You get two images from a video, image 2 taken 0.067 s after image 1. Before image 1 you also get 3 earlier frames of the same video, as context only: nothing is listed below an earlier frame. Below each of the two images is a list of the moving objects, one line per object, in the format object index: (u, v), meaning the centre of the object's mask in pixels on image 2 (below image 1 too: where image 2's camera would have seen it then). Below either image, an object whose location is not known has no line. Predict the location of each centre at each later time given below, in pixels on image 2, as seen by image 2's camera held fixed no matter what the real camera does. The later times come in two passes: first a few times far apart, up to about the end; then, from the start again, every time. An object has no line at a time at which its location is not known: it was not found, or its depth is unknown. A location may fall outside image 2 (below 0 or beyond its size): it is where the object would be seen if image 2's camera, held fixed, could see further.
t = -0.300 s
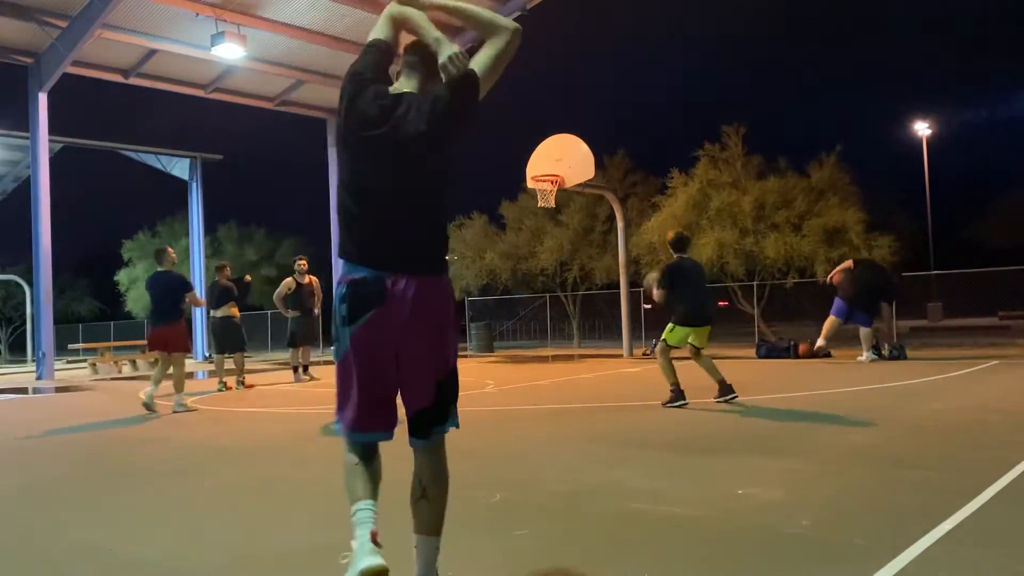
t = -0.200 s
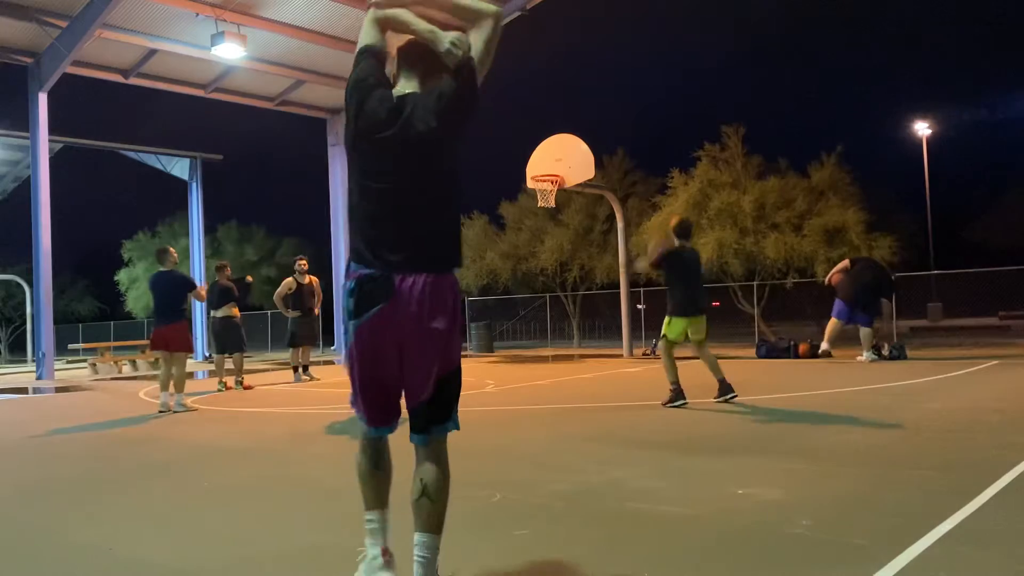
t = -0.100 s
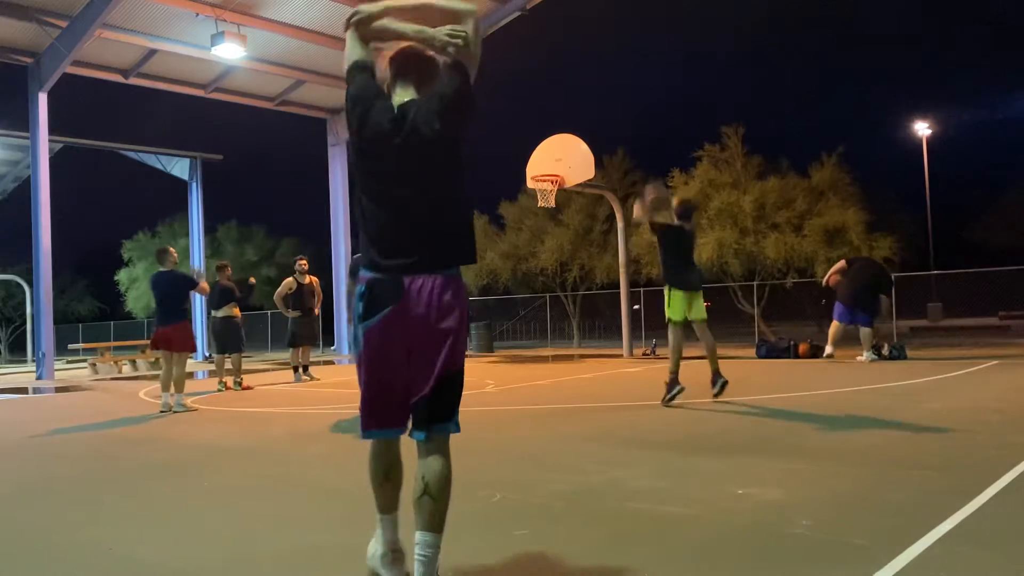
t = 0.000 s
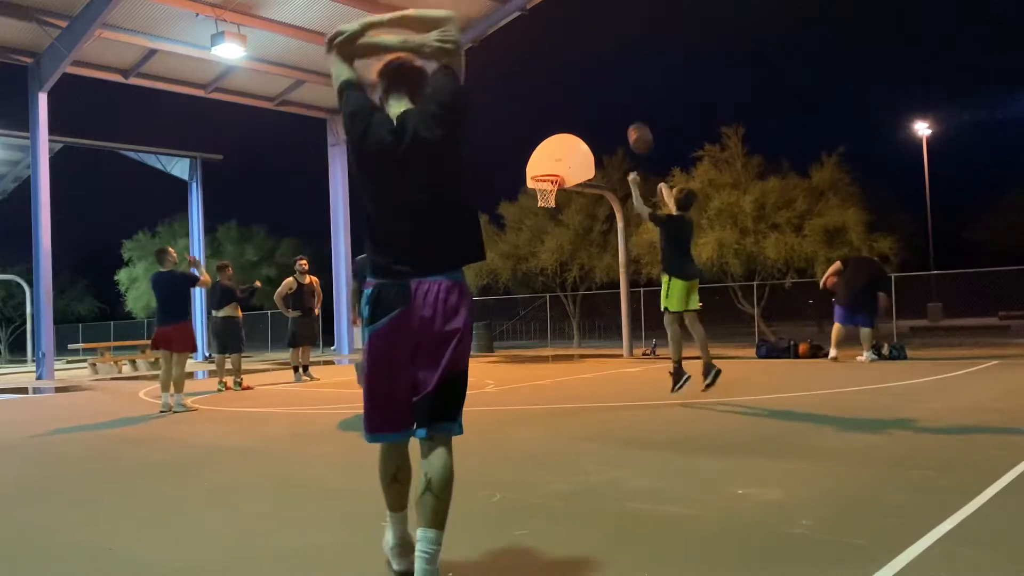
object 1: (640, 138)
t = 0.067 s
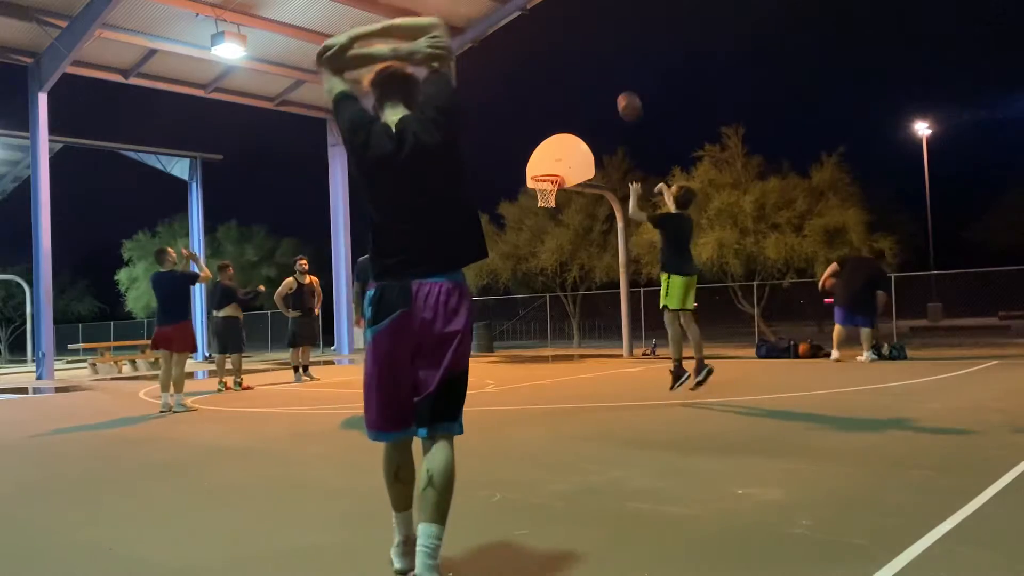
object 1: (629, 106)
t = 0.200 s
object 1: (611, 59)
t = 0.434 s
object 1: (586, 24)
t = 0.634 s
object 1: (569, 30)
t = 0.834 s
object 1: (555, 62)
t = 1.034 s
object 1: (545, 116)
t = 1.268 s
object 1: (546, 185)
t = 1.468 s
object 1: (558, 190)
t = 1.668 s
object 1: (565, 211)
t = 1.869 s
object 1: (571, 250)
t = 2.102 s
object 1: (582, 338)
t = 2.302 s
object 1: (577, 308)
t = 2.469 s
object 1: (570, 271)
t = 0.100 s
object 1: (625, 92)
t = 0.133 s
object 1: (620, 80)
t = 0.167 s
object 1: (616, 69)
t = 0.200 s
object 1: (611, 59)
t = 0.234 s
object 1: (607, 51)
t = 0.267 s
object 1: (603, 44)
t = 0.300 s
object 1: (600, 38)
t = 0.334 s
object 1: (596, 34)
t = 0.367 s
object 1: (592, 30)
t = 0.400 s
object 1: (589, 27)
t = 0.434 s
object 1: (586, 24)
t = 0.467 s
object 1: (583, 23)
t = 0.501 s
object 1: (580, 23)
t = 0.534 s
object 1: (577, 24)
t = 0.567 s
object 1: (575, 25)
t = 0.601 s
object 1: (572, 27)
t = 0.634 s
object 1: (569, 30)
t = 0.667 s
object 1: (567, 34)
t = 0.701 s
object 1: (564, 39)
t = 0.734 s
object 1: (562, 44)
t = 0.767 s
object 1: (560, 49)
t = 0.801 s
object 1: (557, 55)
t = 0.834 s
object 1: (555, 62)
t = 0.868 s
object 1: (554, 70)
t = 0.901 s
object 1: (552, 78)
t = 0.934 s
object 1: (550, 87)
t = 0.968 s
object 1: (548, 96)
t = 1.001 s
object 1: (547, 106)
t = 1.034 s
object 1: (545, 116)
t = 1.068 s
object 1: (543, 126)
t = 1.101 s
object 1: (541, 135)
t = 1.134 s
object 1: (539, 146)
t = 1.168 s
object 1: (539, 159)
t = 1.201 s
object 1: (538, 171)
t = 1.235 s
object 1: (541, 182)
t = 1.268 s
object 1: (546, 185)
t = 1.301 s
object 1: (547, 191)
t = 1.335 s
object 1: (550, 188)
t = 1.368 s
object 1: (548, 189)
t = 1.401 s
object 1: (549, 191)
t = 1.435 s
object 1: (555, 187)
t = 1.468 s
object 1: (558, 190)
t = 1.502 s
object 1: (559, 191)
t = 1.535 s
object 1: (558, 191)
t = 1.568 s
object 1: (562, 195)
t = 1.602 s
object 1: (563, 198)
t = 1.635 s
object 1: (564, 202)
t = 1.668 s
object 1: (565, 211)
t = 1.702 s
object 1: (565, 213)
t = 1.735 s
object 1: (566, 219)
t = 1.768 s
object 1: (568, 226)
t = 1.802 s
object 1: (568, 234)
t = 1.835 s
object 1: (570, 242)
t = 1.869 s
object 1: (571, 250)
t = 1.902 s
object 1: (573, 262)
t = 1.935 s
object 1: (574, 272)
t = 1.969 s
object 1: (574, 284)
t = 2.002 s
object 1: (576, 298)
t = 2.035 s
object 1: (578, 310)
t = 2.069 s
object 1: (579, 323)
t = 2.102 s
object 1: (582, 338)
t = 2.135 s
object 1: (584, 352)
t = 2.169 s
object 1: (582, 351)
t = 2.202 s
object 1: (581, 339)
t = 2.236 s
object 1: (580, 330)
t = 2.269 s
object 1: (578, 317)
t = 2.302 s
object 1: (577, 308)
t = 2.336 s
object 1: (575, 299)
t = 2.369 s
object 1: (574, 291)
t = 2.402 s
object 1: (572, 284)
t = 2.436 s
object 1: (571, 277)
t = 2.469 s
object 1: (570, 271)
